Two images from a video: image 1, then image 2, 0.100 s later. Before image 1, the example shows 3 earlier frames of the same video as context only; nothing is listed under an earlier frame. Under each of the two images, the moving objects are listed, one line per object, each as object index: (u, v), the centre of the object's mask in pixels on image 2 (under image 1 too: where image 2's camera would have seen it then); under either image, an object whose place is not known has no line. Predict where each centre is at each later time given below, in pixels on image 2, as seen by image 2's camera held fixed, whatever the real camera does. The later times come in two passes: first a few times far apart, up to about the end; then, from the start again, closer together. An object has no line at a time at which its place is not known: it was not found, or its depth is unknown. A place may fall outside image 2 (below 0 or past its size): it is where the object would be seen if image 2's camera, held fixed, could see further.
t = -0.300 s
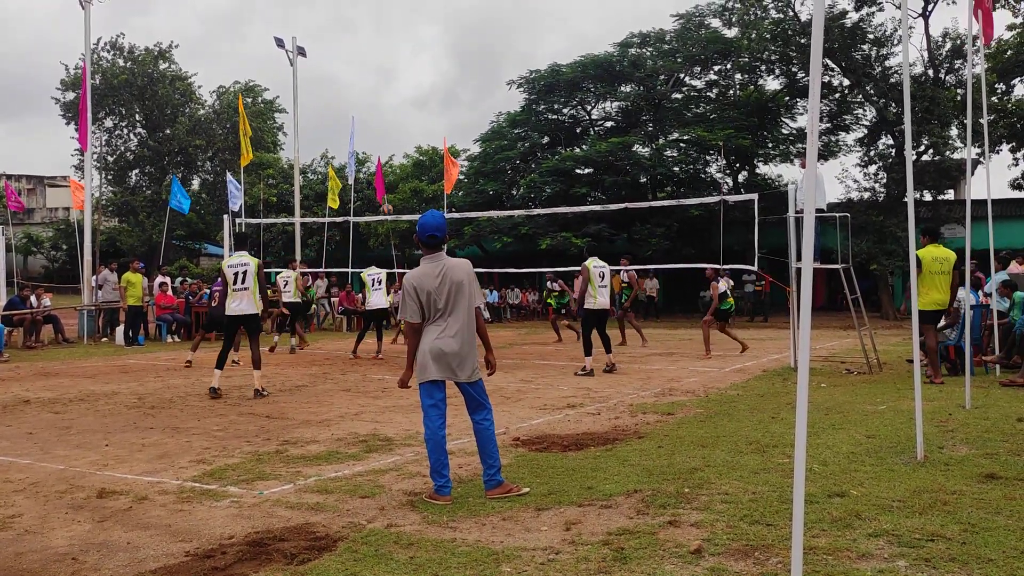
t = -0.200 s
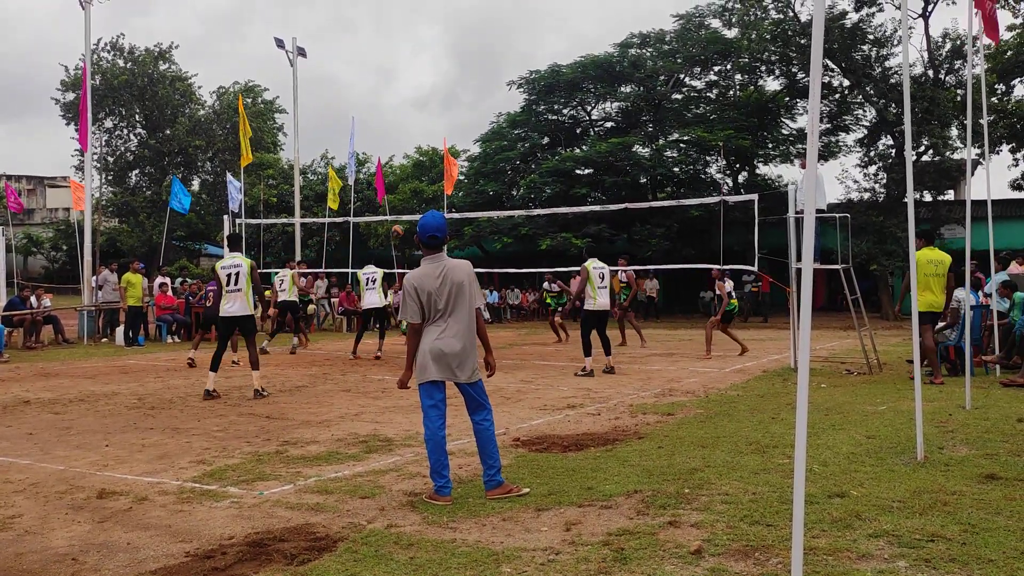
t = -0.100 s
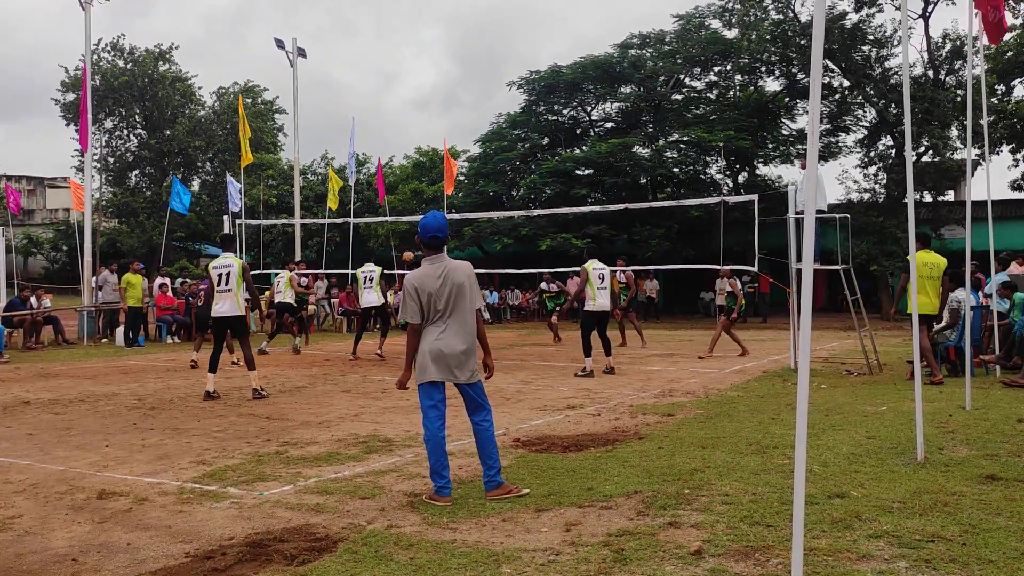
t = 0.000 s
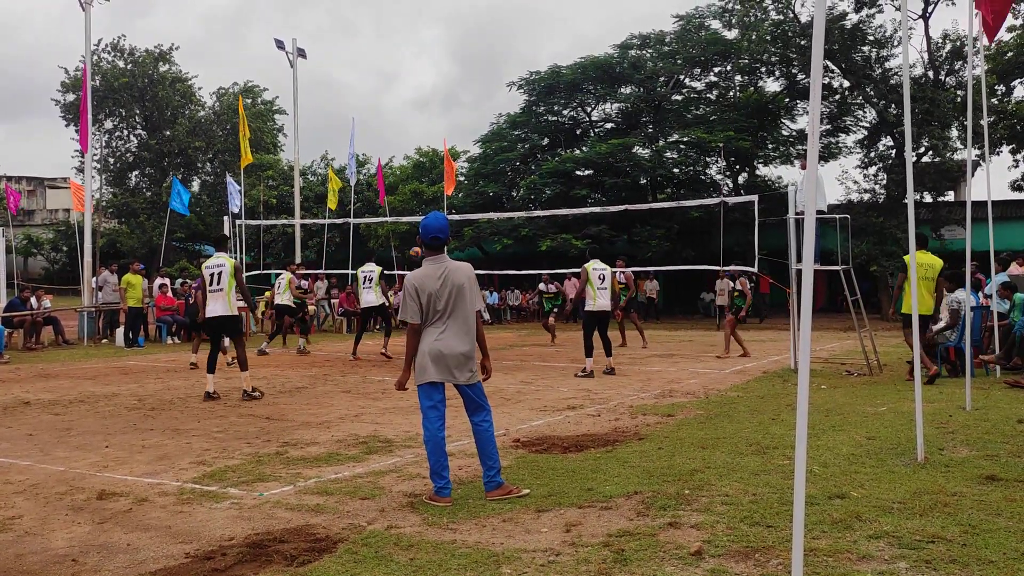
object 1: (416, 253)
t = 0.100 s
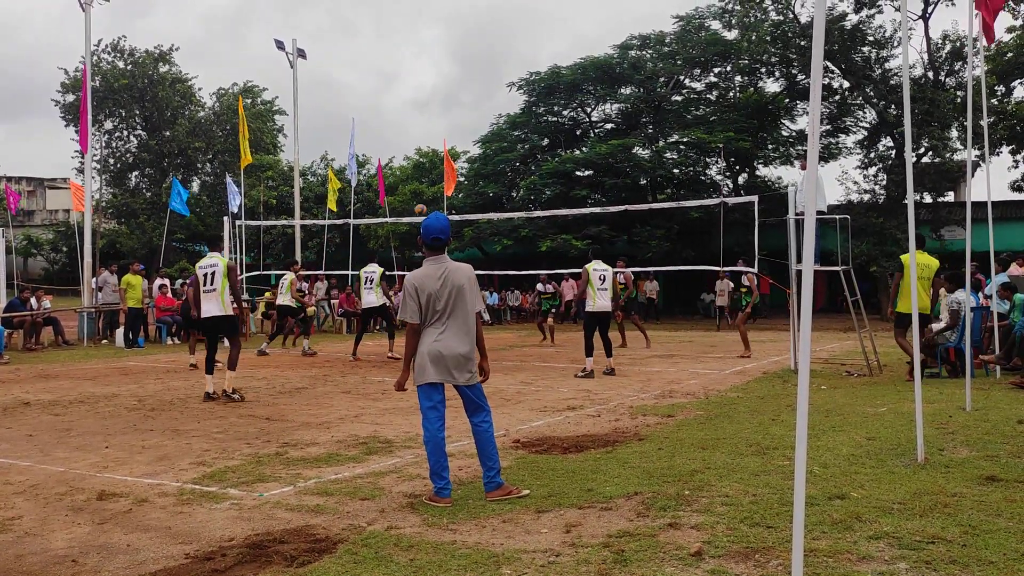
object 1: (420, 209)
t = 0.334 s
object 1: (433, 132)
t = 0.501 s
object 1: (442, 96)
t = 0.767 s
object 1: (456, 69)
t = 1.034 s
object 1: (470, 80)
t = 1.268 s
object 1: (481, 120)
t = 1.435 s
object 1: (489, 164)
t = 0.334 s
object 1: (433, 132)
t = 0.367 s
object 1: (435, 124)
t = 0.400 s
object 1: (436, 116)
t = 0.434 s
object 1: (438, 108)
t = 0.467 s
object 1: (440, 102)
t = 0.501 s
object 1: (442, 96)
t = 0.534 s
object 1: (443, 90)
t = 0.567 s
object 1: (445, 85)
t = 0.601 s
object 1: (447, 81)
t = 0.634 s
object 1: (449, 78)
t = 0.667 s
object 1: (451, 74)
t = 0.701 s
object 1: (452, 72)
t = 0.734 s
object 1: (454, 70)
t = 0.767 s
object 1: (456, 69)
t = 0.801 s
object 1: (458, 68)
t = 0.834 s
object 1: (459, 68)
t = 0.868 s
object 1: (461, 69)
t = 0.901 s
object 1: (463, 70)
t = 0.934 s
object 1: (464, 72)
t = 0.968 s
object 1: (466, 74)
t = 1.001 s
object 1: (468, 77)
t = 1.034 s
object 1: (470, 80)
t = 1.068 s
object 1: (471, 84)
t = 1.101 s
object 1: (473, 89)
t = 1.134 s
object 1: (475, 94)
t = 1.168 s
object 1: (476, 100)
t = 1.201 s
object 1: (478, 106)
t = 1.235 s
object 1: (479, 112)
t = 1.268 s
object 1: (481, 120)
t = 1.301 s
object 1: (483, 127)
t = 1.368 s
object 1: (486, 144)
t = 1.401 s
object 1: (487, 154)
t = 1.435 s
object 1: (489, 164)
